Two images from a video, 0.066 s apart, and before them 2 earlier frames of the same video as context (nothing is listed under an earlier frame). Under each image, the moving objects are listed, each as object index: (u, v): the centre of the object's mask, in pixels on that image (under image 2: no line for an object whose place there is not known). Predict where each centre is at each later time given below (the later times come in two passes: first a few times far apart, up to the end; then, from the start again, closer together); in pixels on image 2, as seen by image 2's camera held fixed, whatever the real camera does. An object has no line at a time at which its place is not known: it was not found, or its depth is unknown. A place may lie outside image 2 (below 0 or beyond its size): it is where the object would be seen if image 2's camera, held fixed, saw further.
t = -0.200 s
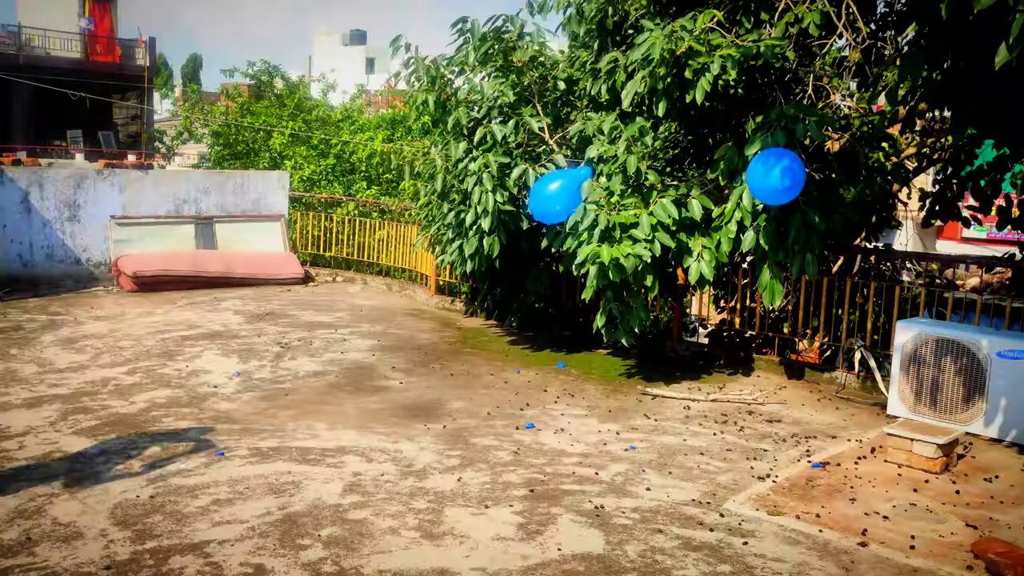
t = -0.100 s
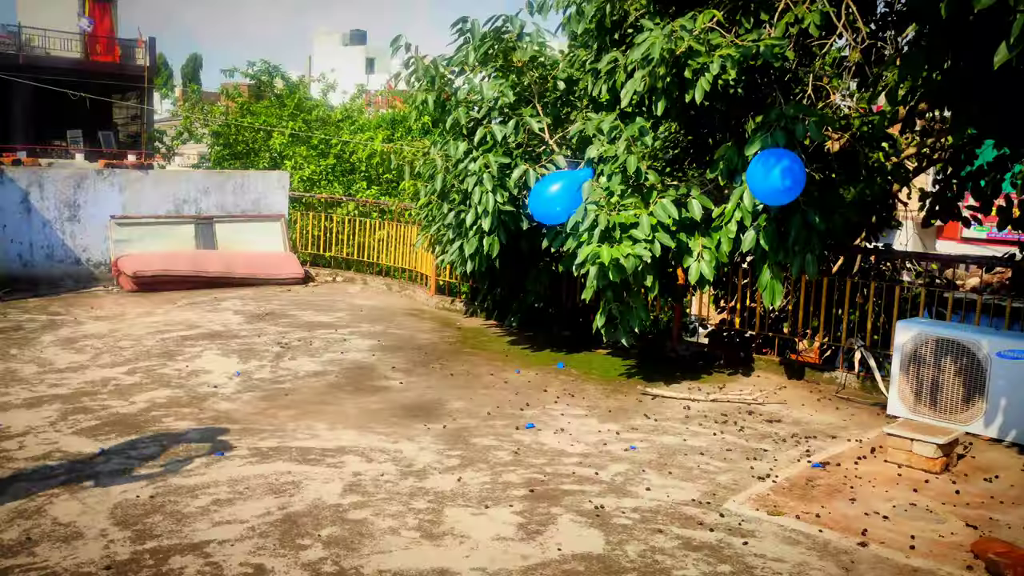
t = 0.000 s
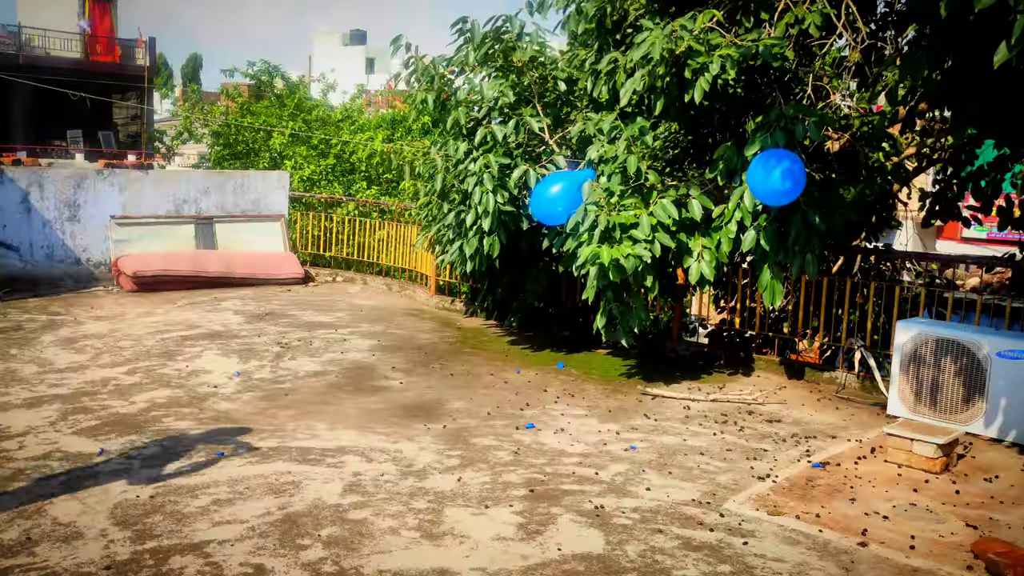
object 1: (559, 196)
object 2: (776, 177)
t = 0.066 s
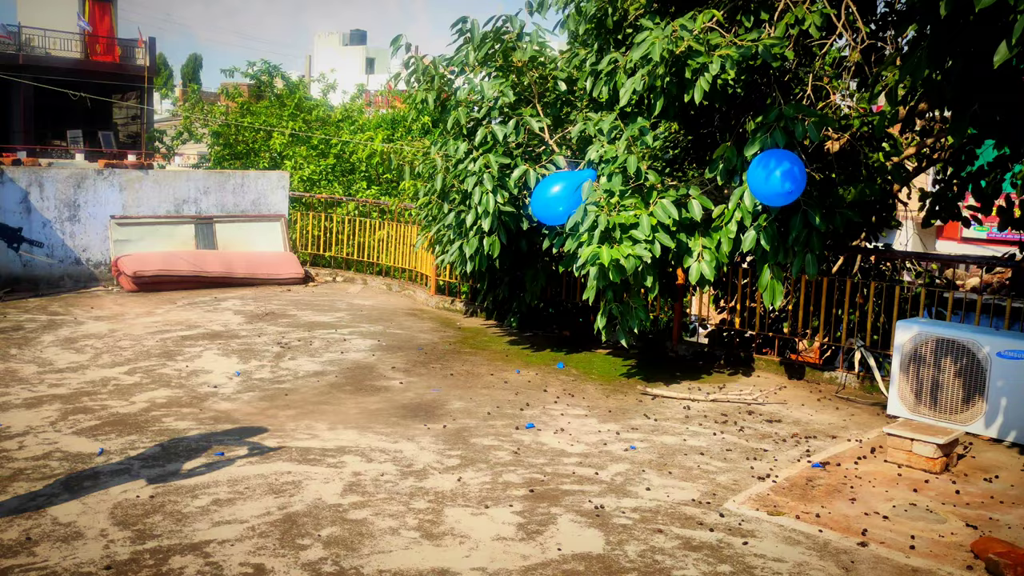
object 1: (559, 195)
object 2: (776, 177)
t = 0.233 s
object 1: (560, 195)
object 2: (778, 178)
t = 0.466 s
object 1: (560, 193)
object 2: (783, 178)
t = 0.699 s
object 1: (560, 194)
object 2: (790, 178)
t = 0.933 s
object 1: (559, 194)
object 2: (798, 177)
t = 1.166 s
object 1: (560, 194)
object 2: (799, 179)
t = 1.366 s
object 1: (561, 192)
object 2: (793, 181)
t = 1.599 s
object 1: (563, 192)
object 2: (781, 182)
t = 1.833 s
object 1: (563, 193)
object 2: (778, 178)
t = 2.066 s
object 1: (565, 192)
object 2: (784, 175)
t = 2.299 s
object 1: (569, 187)
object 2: (787, 174)
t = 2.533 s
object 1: (570, 187)
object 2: (786, 177)
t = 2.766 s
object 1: (569, 187)
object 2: (782, 180)
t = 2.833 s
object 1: (569, 187)
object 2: (780, 180)
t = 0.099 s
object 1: (559, 196)
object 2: (777, 177)
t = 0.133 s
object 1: (560, 195)
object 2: (777, 178)
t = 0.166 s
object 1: (560, 195)
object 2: (777, 178)
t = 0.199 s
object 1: (560, 195)
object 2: (777, 178)
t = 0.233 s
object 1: (560, 195)
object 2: (778, 178)
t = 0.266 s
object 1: (560, 194)
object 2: (778, 178)
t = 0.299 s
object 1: (560, 194)
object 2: (779, 178)
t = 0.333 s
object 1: (560, 194)
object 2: (780, 178)
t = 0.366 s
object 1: (560, 194)
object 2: (781, 178)
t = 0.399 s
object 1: (560, 193)
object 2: (781, 178)
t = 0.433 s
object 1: (560, 193)
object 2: (782, 178)
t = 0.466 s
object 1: (560, 193)
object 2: (783, 178)
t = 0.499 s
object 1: (560, 193)
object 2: (784, 178)
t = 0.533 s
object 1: (560, 193)
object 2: (785, 178)
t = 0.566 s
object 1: (560, 193)
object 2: (786, 178)
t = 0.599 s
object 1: (560, 193)
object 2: (787, 178)
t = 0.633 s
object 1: (560, 193)
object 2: (787, 178)
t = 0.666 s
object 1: (560, 193)
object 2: (789, 178)
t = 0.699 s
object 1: (560, 194)
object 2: (790, 178)
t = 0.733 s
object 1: (560, 194)
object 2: (791, 178)
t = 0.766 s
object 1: (560, 194)
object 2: (792, 177)
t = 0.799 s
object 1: (560, 194)
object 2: (794, 177)
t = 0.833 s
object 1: (560, 194)
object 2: (795, 177)
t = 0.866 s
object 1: (560, 194)
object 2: (796, 177)
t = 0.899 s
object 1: (560, 194)
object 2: (797, 177)
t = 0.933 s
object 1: (559, 194)
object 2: (798, 177)
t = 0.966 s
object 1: (559, 194)
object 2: (799, 177)
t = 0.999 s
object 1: (559, 194)
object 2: (800, 177)
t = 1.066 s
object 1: (559, 194)
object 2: (800, 178)
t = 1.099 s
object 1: (559, 194)
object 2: (800, 178)
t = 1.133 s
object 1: (560, 194)
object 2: (799, 178)
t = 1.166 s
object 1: (560, 194)
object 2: (799, 179)
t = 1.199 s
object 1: (560, 193)
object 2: (799, 179)
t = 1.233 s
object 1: (560, 193)
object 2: (798, 179)
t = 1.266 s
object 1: (560, 193)
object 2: (797, 179)
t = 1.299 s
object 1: (560, 193)
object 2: (796, 180)
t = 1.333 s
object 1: (560, 193)
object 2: (795, 180)
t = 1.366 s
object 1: (561, 192)
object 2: (793, 181)
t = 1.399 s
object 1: (561, 192)
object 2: (792, 181)
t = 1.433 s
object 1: (562, 192)
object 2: (790, 182)
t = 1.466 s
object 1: (562, 192)
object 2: (788, 182)
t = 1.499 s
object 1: (562, 192)
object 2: (786, 182)
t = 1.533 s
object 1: (563, 192)
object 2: (785, 182)
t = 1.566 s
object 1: (563, 192)
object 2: (783, 182)
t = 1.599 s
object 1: (563, 192)
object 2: (781, 182)
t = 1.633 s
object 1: (563, 192)
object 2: (780, 181)
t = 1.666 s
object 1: (565, 192)
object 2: (779, 181)
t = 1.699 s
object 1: (564, 192)
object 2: (778, 180)
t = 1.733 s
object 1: (564, 193)
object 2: (778, 180)
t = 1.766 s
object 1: (564, 193)
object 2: (778, 179)
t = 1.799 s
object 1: (564, 193)
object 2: (778, 178)
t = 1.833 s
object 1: (563, 193)
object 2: (778, 178)
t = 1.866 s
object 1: (563, 193)
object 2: (779, 177)
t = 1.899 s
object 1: (564, 193)
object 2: (780, 177)
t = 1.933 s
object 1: (563, 193)
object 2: (781, 176)
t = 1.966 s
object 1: (564, 193)
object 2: (782, 176)
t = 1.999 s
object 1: (564, 193)
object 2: (783, 175)
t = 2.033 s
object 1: (564, 193)
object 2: (783, 175)
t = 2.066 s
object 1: (565, 192)
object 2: (784, 175)
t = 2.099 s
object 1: (565, 191)
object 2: (785, 175)
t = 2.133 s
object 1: (566, 191)
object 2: (786, 174)
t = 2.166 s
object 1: (567, 190)
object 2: (786, 174)
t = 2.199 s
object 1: (567, 189)
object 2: (787, 174)
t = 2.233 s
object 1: (568, 188)
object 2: (787, 174)
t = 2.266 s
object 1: (569, 187)
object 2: (787, 174)
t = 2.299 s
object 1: (569, 187)
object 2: (787, 174)
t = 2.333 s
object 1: (569, 187)
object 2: (787, 175)
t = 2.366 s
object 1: (569, 187)
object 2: (787, 175)
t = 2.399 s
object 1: (569, 187)
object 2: (787, 175)
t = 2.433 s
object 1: (570, 187)
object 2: (787, 176)
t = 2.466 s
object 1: (570, 187)
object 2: (787, 176)
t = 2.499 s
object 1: (570, 187)
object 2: (787, 177)
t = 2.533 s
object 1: (570, 187)
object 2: (786, 177)
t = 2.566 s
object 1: (570, 187)
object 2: (786, 178)
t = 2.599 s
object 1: (570, 187)
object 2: (785, 178)
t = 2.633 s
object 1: (570, 187)
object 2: (785, 179)
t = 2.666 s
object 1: (570, 187)
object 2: (785, 179)
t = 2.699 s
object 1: (570, 187)
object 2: (784, 179)
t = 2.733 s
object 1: (570, 187)
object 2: (783, 179)
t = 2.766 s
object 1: (569, 187)
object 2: (782, 180)
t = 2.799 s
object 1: (569, 187)
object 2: (781, 180)
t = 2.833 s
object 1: (569, 187)
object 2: (780, 180)
